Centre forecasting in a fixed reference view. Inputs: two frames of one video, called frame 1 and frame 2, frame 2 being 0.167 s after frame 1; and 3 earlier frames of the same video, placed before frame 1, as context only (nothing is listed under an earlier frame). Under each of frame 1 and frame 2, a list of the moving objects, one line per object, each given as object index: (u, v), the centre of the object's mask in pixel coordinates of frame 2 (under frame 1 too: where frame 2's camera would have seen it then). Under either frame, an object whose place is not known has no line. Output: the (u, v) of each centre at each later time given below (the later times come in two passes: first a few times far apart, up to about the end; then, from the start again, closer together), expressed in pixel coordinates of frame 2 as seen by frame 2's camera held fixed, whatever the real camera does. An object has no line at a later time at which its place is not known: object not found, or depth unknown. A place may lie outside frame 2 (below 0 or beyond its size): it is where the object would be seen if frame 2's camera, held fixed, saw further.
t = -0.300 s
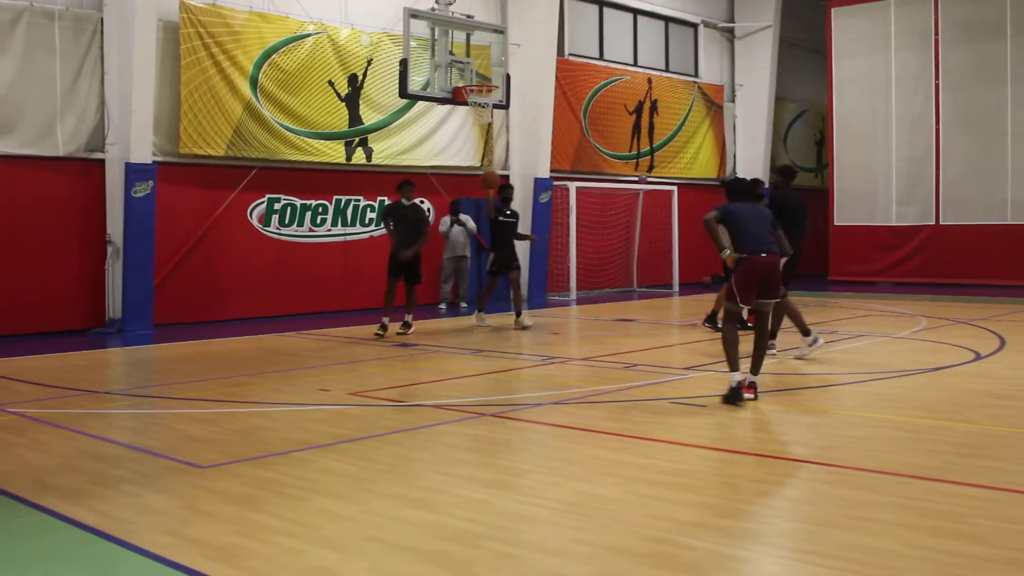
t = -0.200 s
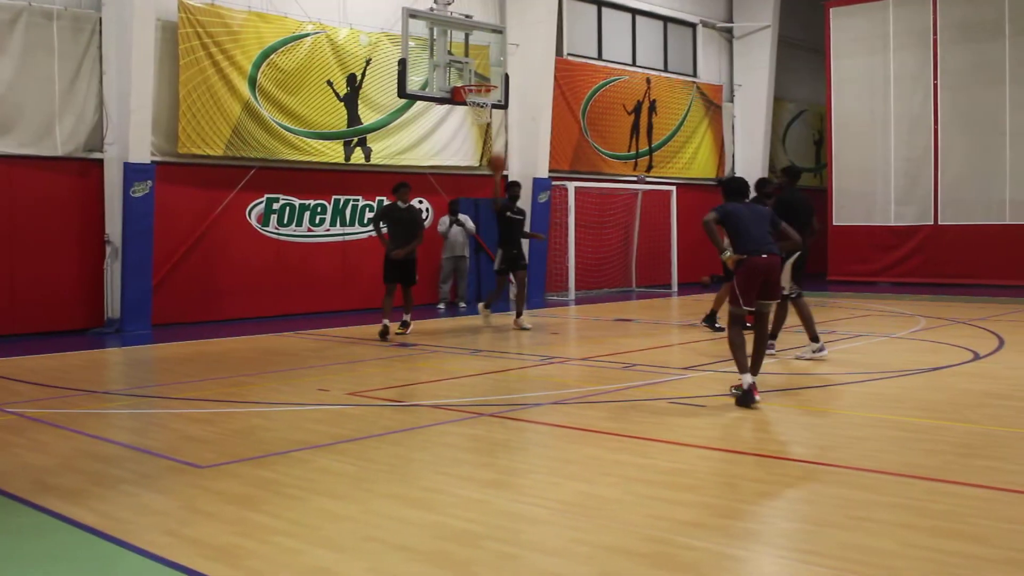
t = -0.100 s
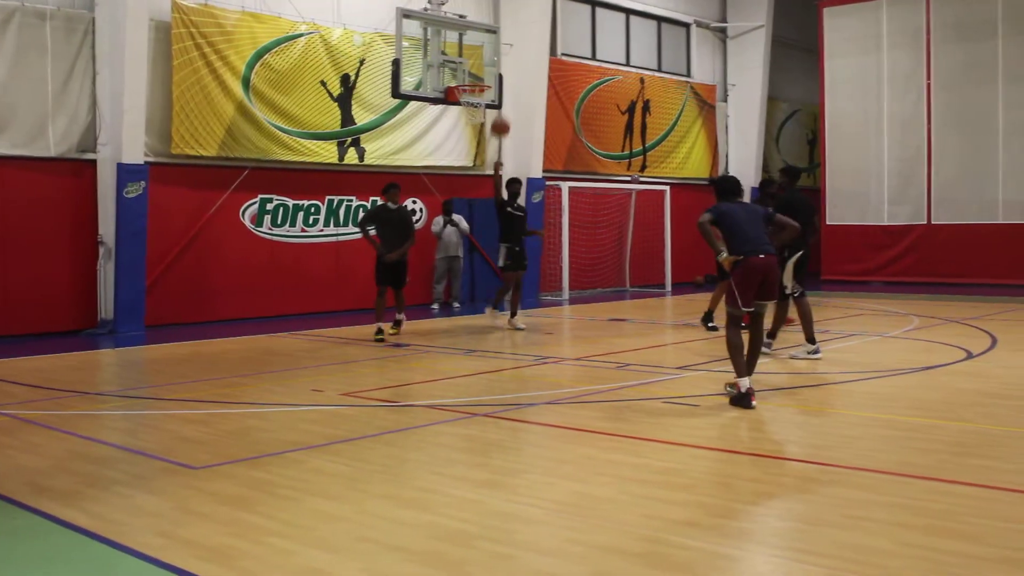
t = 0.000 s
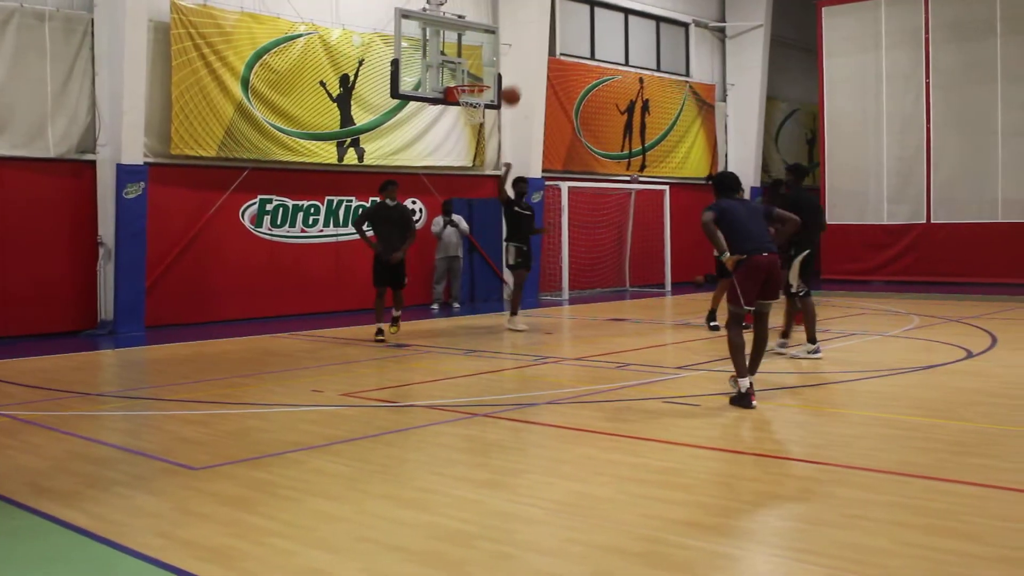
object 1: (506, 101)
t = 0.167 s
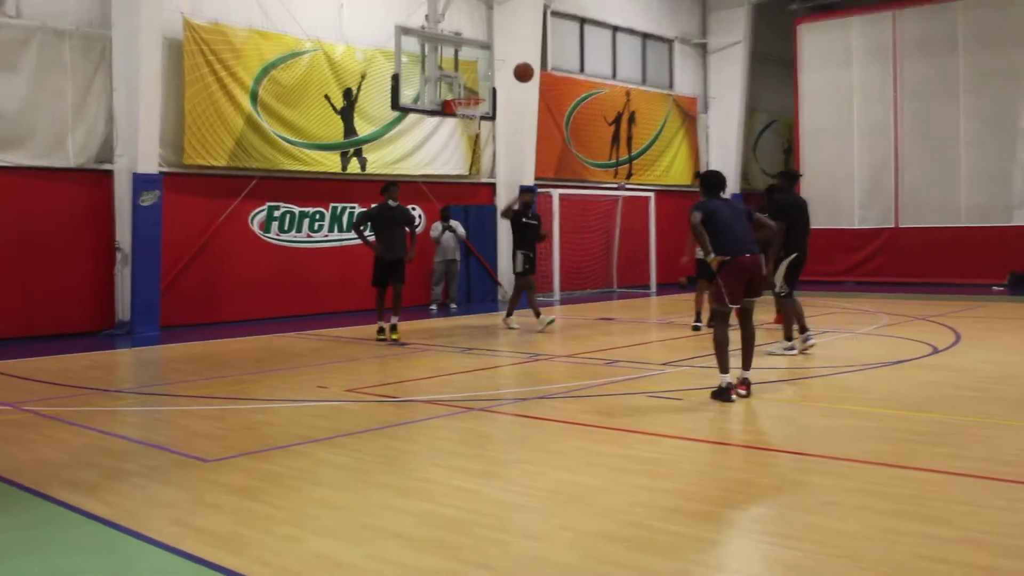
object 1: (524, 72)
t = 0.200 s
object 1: (526, 68)
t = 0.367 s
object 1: (549, 58)
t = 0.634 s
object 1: (592, 94)
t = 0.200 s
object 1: (526, 68)
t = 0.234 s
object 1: (531, 64)
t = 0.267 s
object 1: (535, 62)
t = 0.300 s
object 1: (540, 60)
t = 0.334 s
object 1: (544, 59)
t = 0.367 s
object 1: (549, 58)
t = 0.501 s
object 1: (569, 69)
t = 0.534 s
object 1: (574, 74)
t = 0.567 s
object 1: (579, 80)
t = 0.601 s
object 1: (584, 87)
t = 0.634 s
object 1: (592, 94)
